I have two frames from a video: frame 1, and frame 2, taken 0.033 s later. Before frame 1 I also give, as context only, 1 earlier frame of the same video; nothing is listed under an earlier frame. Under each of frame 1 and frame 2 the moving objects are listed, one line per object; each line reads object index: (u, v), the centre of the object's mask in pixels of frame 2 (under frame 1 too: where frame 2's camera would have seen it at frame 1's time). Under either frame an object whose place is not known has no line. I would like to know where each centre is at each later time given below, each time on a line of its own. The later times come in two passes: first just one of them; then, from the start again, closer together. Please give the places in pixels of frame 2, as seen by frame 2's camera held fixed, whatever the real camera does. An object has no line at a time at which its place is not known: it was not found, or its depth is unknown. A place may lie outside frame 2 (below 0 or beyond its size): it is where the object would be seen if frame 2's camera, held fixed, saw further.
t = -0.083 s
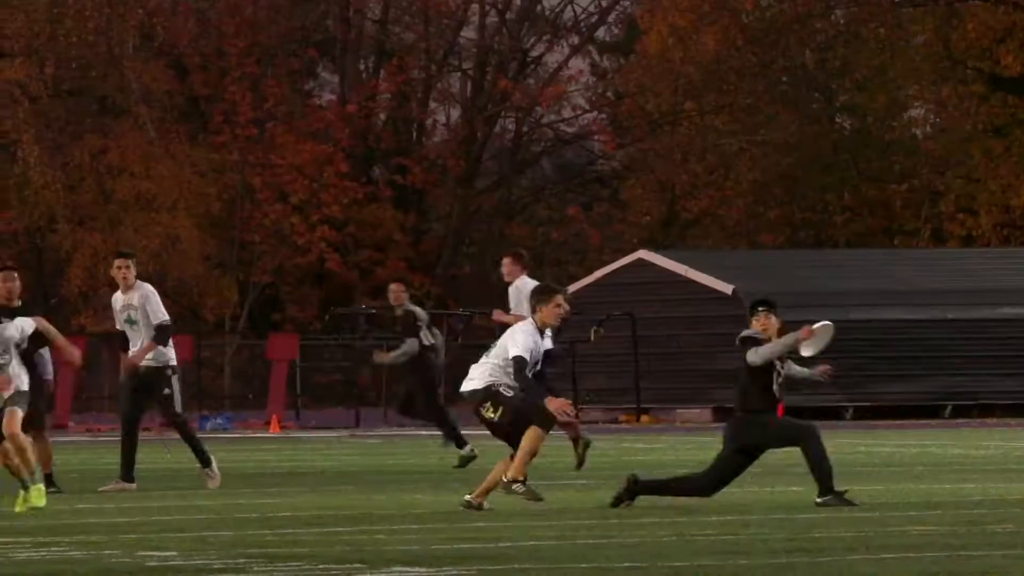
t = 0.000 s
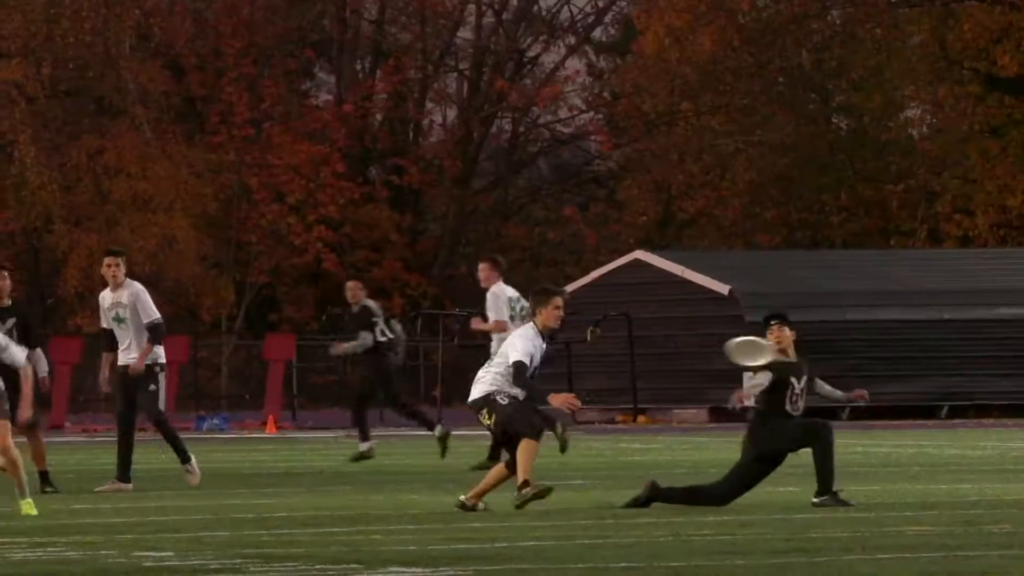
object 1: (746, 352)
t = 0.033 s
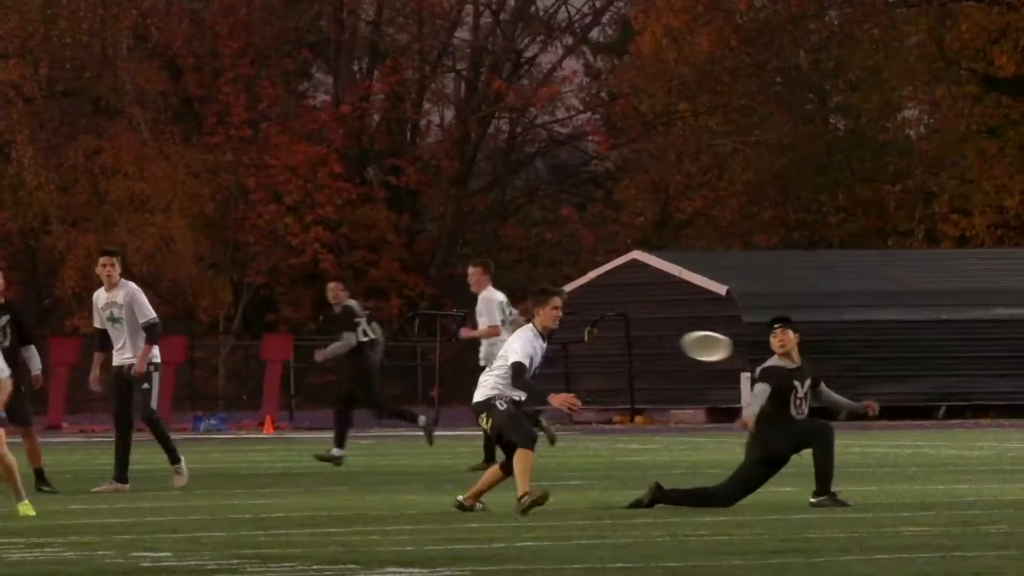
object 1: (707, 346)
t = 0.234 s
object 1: (473, 242)
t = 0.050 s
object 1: (686, 341)
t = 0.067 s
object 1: (666, 334)
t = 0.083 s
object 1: (646, 327)
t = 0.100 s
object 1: (627, 319)
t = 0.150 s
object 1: (569, 291)
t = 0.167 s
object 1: (549, 281)
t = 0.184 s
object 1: (531, 271)
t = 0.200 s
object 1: (512, 262)
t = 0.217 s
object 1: (492, 252)
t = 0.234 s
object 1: (473, 242)
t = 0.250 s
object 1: (455, 231)
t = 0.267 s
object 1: (436, 221)
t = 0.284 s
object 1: (417, 211)
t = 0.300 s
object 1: (399, 201)
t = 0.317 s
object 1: (380, 191)
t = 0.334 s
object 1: (362, 181)
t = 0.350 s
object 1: (343, 171)
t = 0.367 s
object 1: (324, 161)
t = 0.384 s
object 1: (306, 152)
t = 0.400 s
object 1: (288, 142)
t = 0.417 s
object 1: (270, 132)
